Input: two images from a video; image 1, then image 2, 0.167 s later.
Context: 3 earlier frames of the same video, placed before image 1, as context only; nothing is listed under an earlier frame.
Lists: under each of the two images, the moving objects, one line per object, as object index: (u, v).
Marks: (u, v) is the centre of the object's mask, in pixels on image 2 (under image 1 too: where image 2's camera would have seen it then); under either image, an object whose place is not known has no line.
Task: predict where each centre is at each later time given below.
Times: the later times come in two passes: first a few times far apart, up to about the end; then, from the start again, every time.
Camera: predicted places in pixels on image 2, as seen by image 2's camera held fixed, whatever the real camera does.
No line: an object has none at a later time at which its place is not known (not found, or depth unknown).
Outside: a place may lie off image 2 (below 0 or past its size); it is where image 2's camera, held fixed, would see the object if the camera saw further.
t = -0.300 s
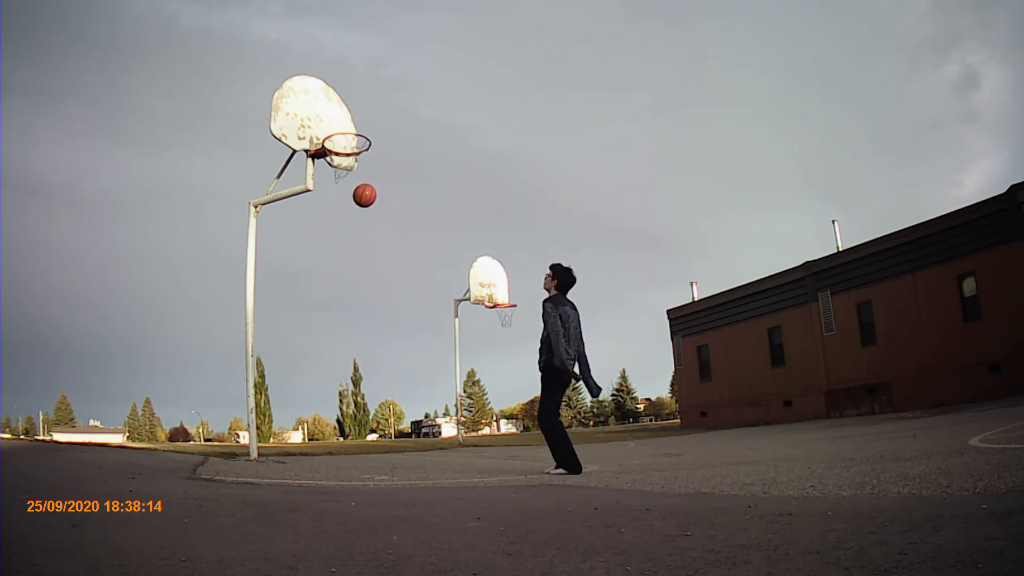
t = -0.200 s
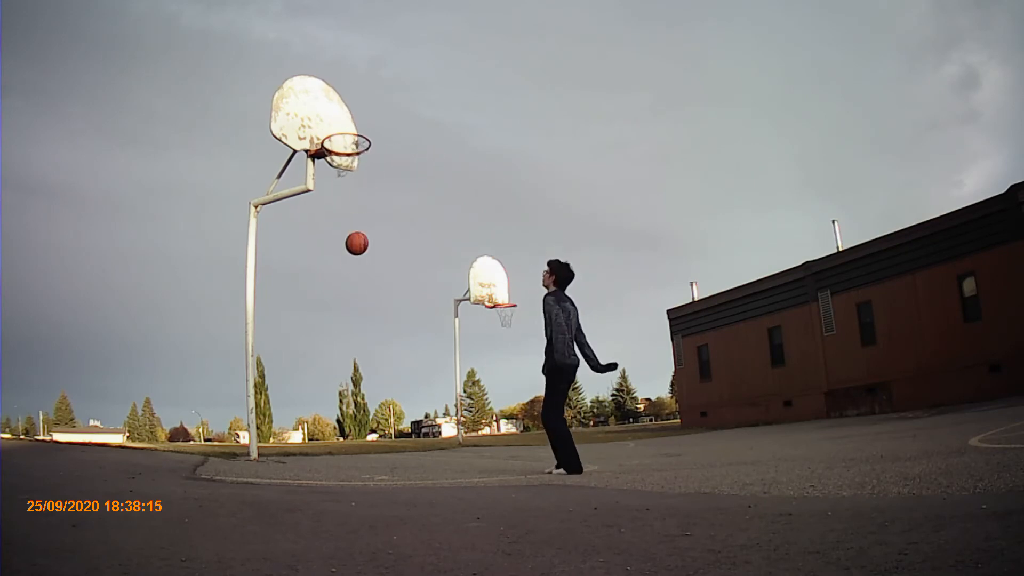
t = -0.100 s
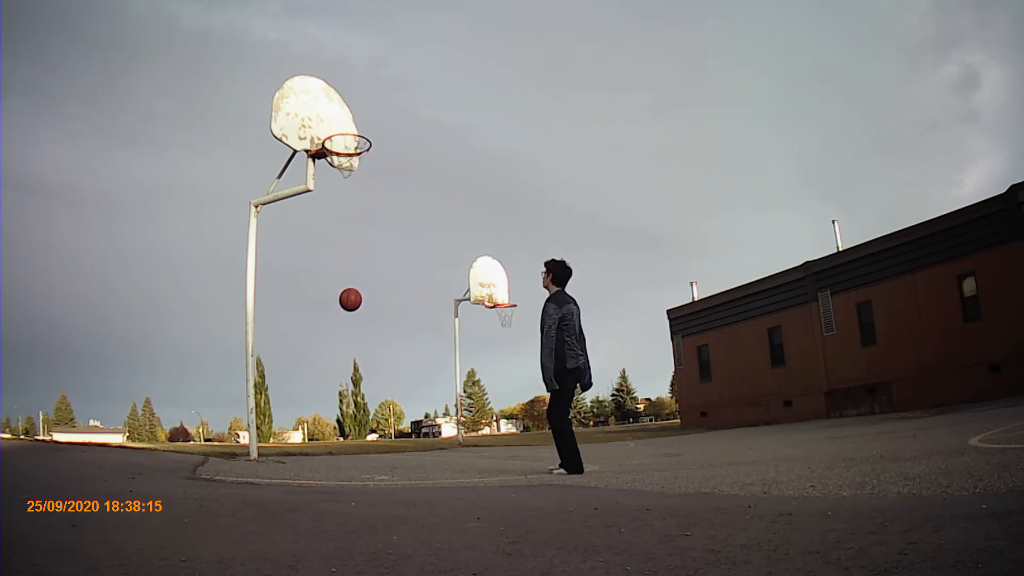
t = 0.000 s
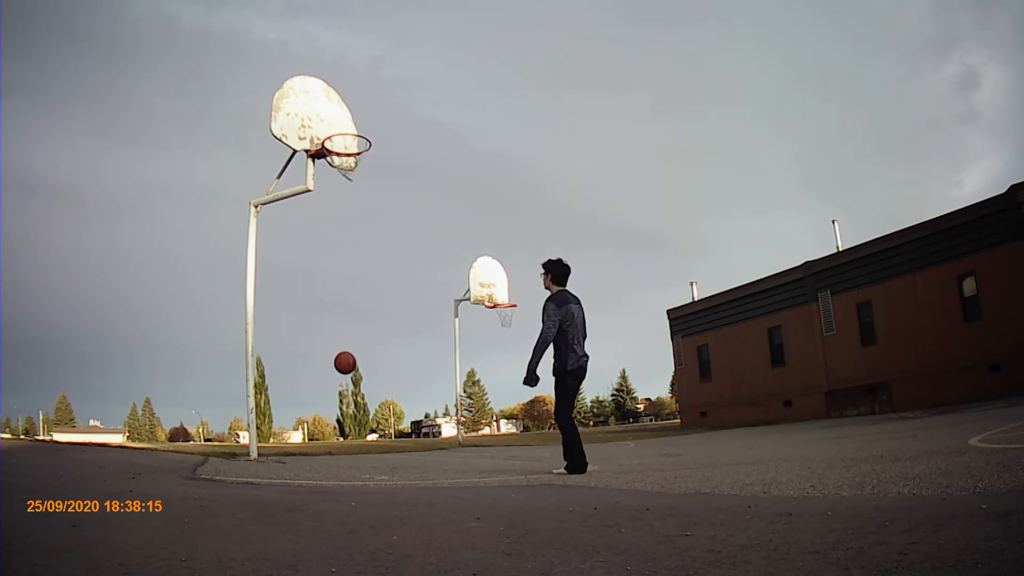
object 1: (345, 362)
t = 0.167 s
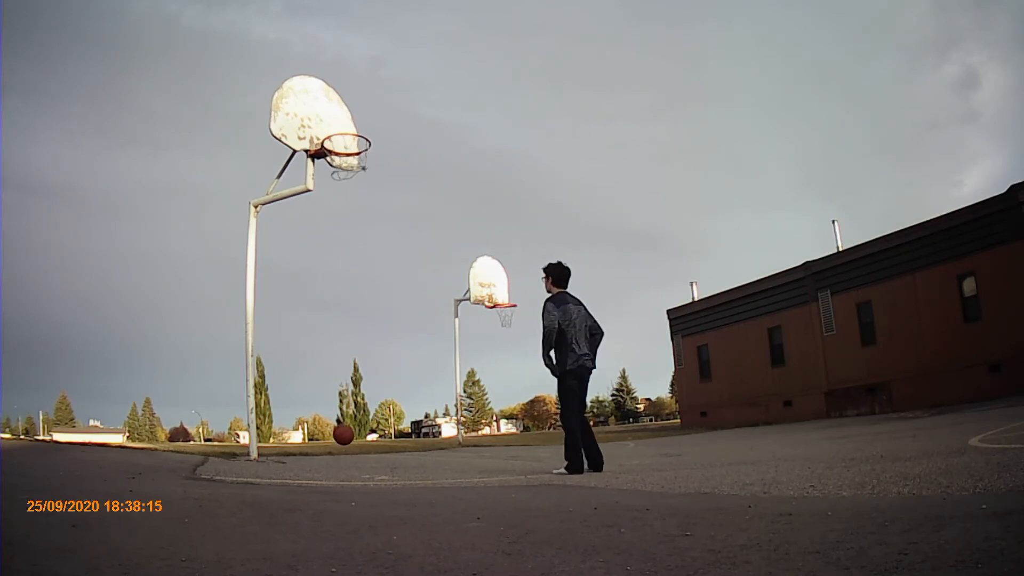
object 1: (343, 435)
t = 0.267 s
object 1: (351, 385)
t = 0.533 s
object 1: (372, 303)
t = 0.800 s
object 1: (394, 285)
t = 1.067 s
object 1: (417, 325)
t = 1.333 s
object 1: (443, 422)
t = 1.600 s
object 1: (465, 392)
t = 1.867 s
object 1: (489, 360)
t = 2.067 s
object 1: (507, 372)
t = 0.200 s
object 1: (346, 417)
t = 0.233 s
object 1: (348, 401)
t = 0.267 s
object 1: (351, 385)
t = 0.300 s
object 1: (353, 371)
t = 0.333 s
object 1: (356, 358)
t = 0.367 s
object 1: (358, 346)
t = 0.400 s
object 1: (361, 336)
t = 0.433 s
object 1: (364, 326)
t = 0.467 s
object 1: (366, 317)
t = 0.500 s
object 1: (369, 310)
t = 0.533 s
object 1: (372, 303)
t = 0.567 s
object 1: (374, 297)
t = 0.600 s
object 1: (377, 293)
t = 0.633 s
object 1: (380, 289)
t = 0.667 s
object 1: (383, 286)
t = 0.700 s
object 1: (386, 285)
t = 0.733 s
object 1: (388, 284)
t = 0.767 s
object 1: (391, 284)
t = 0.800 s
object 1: (394, 285)
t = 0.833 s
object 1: (397, 287)
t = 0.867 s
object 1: (400, 290)
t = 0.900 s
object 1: (403, 293)
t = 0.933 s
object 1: (406, 298)
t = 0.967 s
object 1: (408, 303)
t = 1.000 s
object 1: (411, 310)
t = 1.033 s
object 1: (414, 317)
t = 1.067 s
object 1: (417, 325)
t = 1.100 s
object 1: (421, 334)
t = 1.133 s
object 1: (424, 344)
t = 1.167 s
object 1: (427, 355)
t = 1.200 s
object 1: (430, 366)
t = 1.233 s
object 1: (433, 379)
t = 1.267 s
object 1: (436, 392)
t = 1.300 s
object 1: (440, 407)
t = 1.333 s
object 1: (443, 422)
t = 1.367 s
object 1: (446, 438)
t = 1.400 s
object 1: (450, 454)
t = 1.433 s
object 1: (452, 442)
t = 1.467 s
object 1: (455, 430)
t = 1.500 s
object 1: (457, 419)
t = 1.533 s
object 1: (460, 409)
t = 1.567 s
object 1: (462, 401)
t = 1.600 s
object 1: (465, 392)
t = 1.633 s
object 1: (468, 385)
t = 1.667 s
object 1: (471, 379)
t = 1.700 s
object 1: (474, 374)
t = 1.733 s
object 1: (477, 369)
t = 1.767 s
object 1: (479, 366)
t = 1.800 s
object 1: (482, 363)
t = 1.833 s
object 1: (486, 361)
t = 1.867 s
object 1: (489, 360)
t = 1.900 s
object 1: (492, 360)
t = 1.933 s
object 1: (495, 361)
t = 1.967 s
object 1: (498, 362)
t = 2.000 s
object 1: (501, 365)
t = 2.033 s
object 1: (504, 368)
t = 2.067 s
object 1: (507, 372)
